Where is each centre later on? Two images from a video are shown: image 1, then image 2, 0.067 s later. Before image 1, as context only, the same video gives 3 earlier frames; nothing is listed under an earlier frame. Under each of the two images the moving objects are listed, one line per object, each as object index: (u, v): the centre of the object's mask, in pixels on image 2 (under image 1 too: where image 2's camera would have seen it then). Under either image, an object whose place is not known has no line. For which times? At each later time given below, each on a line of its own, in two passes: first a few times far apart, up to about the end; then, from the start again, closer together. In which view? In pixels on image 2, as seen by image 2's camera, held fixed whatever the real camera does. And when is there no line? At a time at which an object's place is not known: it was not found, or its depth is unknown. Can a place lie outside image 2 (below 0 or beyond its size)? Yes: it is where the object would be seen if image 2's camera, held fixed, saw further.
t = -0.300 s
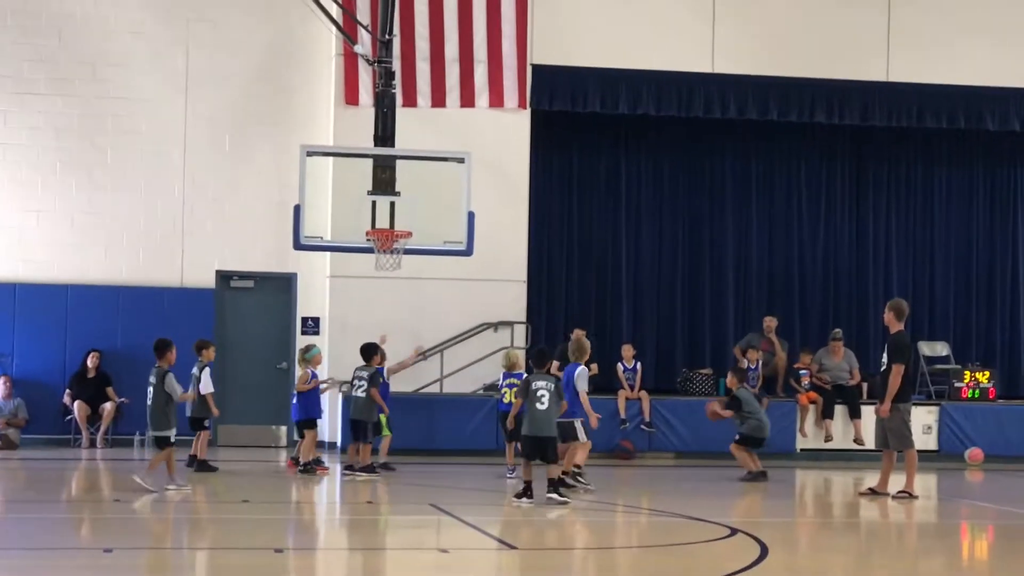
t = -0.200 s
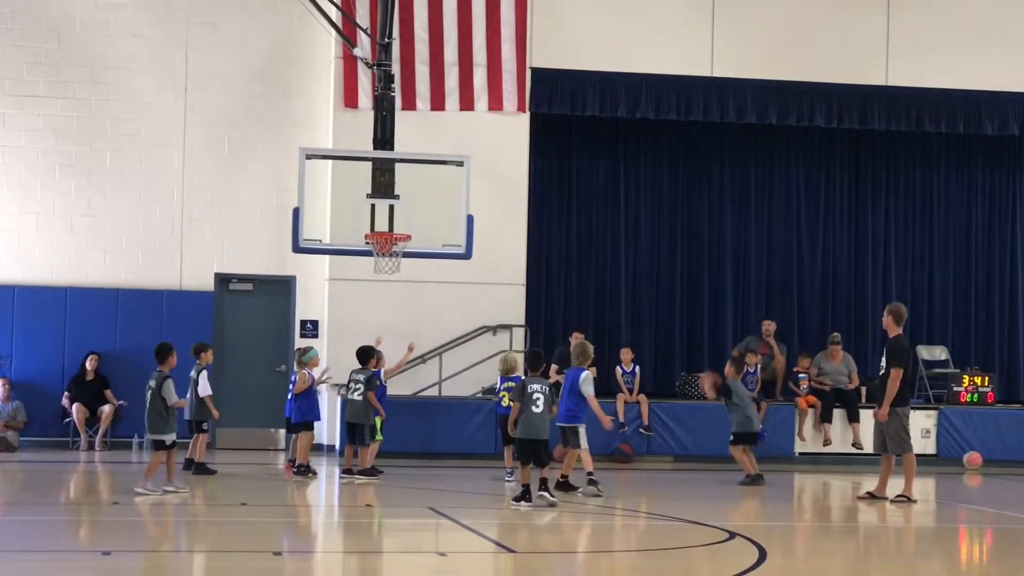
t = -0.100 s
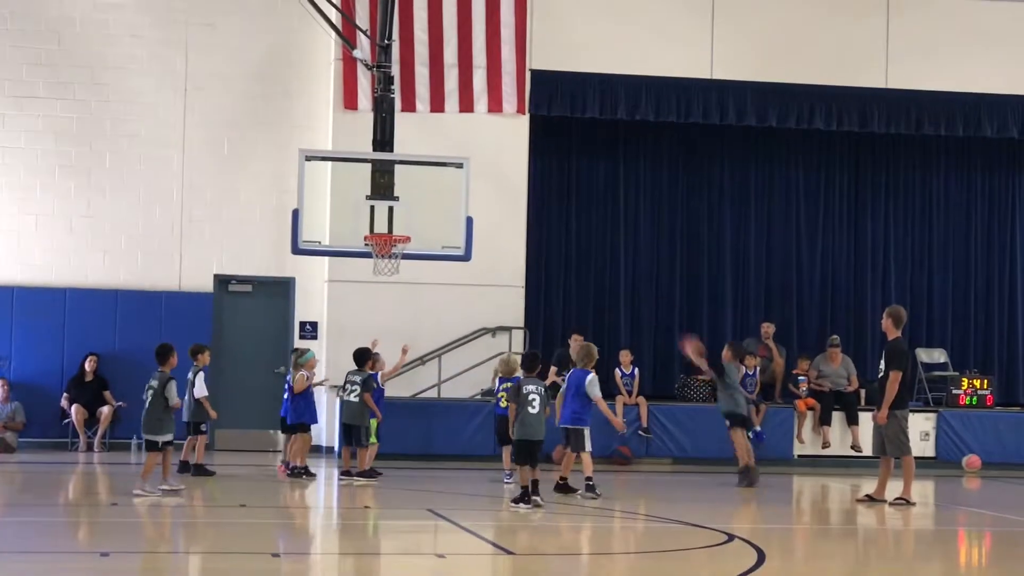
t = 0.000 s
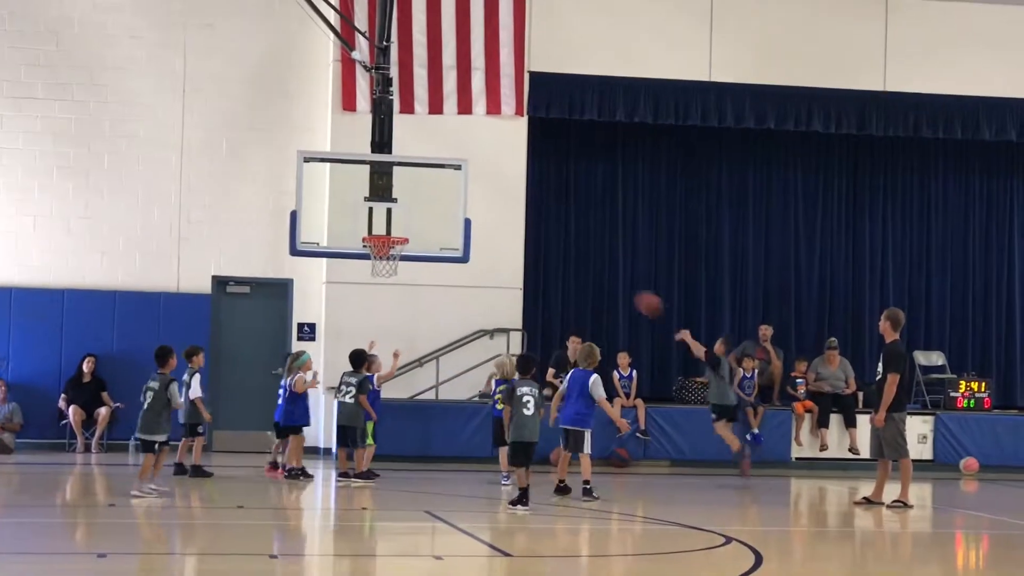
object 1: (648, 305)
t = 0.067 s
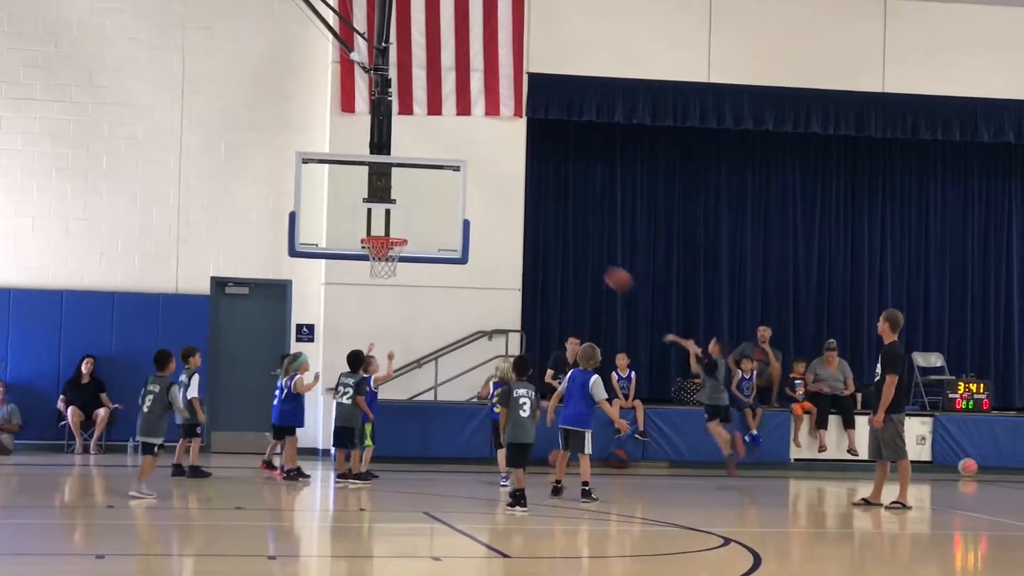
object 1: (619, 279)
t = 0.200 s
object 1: (563, 242)
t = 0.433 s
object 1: (470, 219)
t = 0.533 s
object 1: (431, 225)
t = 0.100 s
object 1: (604, 268)
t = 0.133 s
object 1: (590, 258)
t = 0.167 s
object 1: (577, 250)
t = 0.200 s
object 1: (563, 242)
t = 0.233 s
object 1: (550, 236)
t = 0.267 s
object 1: (536, 231)
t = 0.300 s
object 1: (523, 226)
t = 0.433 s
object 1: (470, 219)
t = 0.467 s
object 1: (458, 220)
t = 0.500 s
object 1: (444, 222)
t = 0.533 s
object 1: (431, 225)
